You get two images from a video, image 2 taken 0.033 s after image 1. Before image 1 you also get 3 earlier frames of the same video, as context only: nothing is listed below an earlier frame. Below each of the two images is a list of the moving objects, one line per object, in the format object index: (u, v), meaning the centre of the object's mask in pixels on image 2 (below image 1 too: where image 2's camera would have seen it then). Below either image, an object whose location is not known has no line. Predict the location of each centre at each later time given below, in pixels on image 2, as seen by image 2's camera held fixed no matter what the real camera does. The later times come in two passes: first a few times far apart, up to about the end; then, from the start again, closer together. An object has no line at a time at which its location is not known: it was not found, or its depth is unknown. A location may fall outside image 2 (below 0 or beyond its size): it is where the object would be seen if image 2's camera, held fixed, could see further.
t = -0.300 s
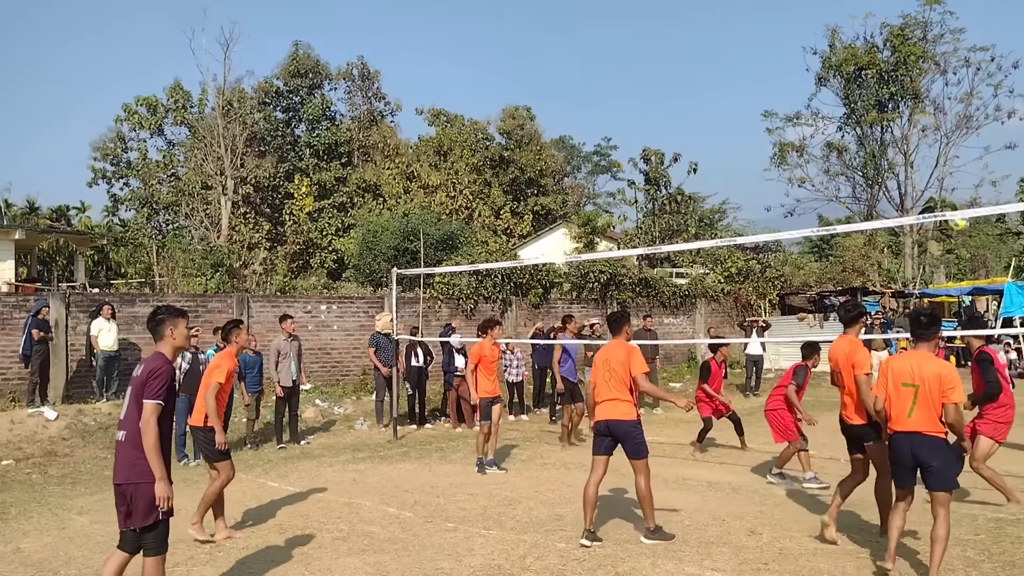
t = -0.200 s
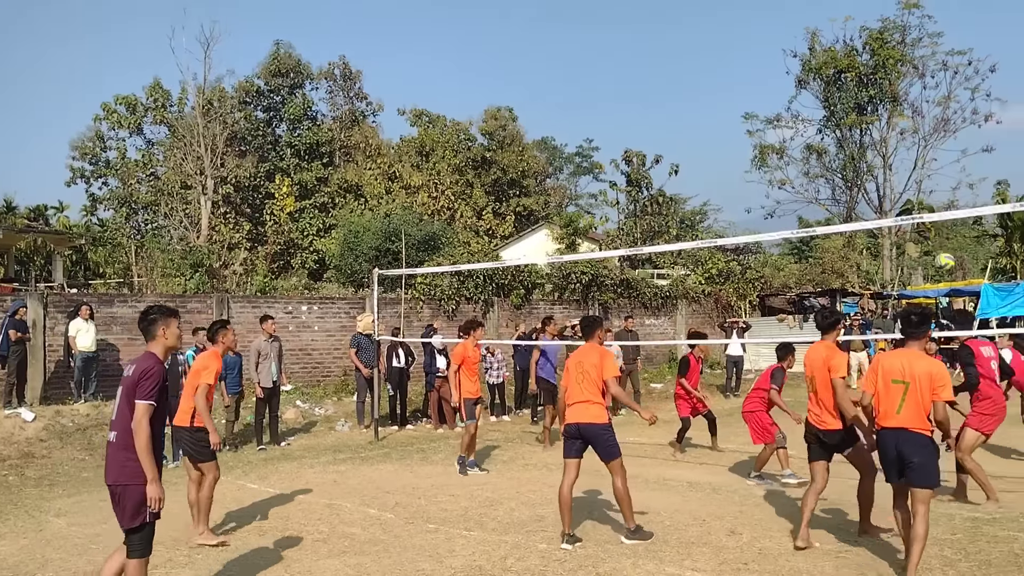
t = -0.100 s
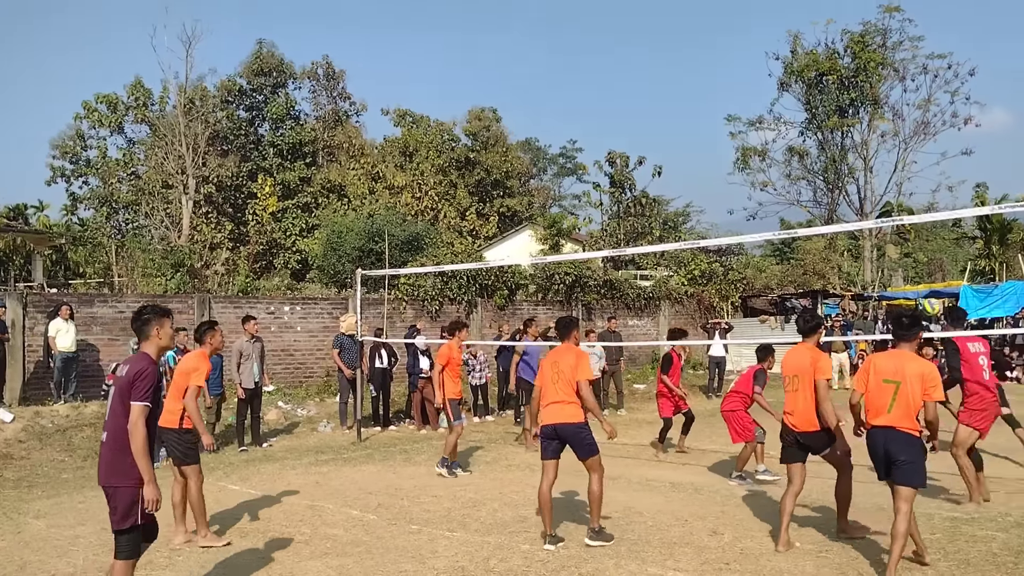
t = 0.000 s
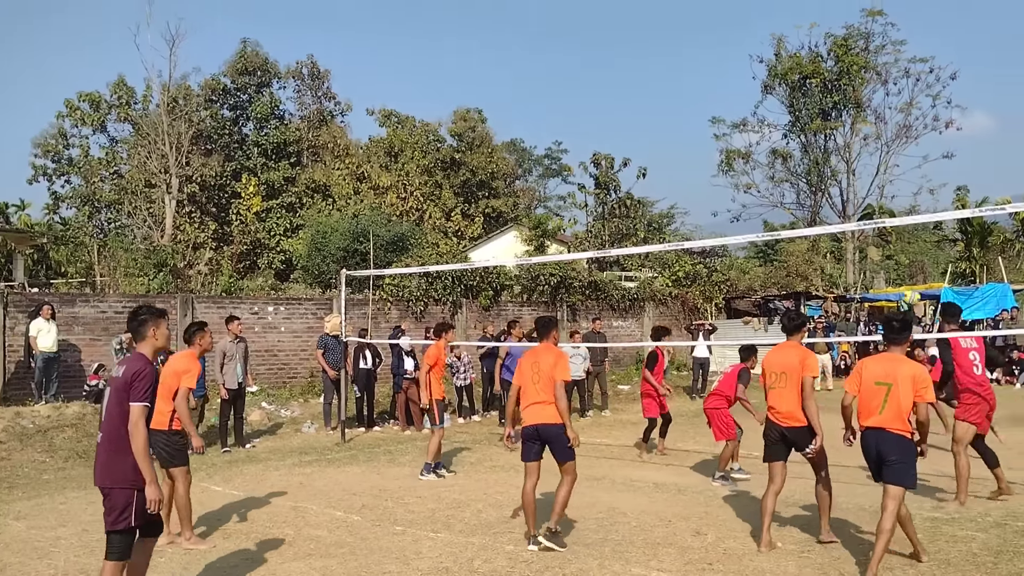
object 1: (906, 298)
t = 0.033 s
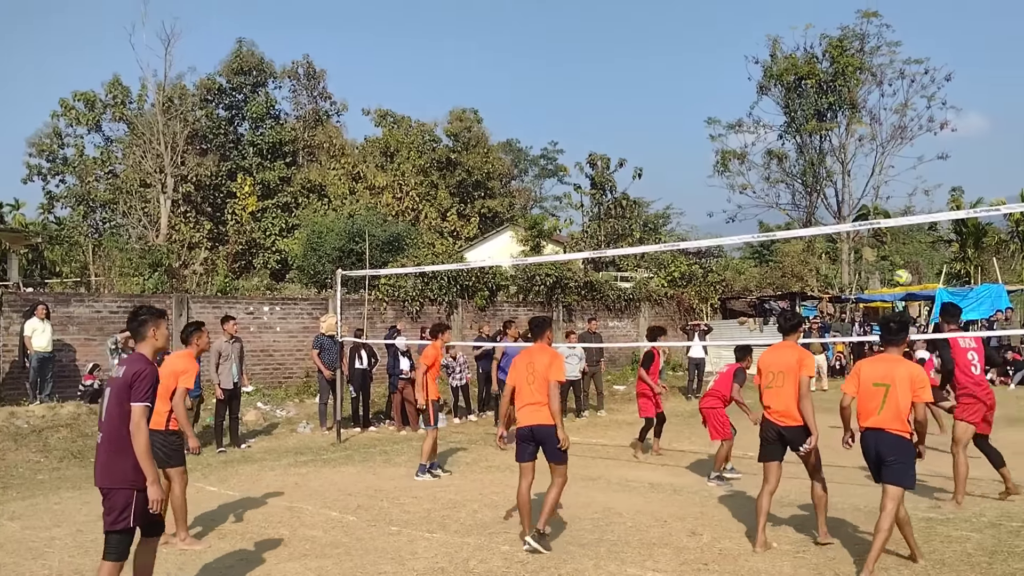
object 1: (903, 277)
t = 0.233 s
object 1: (885, 173)
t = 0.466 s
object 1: (866, 87)
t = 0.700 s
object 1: (846, 43)
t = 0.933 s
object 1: (827, 46)
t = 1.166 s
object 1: (807, 97)
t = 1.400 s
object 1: (789, 206)
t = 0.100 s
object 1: (896, 239)
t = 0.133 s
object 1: (893, 216)
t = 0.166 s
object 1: (890, 204)
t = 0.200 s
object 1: (888, 189)
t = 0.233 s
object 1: (885, 173)
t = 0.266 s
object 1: (882, 158)
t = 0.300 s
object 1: (879, 144)
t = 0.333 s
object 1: (877, 131)
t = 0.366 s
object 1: (875, 119)
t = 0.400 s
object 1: (871, 108)
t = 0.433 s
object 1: (868, 97)
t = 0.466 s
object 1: (866, 87)
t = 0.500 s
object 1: (864, 78)
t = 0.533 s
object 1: (860, 70)
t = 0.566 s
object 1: (858, 63)
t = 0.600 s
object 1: (855, 57)
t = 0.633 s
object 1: (852, 52)
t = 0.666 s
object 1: (850, 47)
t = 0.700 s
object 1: (846, 43)
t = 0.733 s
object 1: (843, 41)
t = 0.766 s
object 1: (841, 39)
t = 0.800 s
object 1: (837, 38)
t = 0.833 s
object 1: (834, 39)
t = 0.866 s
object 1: (833, 40)
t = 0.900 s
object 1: (830, 42)
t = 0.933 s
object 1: (827, 46)
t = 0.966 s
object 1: (824, 49)
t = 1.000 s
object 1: (821, 54)
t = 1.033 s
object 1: (819, 60)
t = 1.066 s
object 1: (816, 68)
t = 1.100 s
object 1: (813, 77)
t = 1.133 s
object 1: (810, 87)
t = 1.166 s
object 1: (807, 97)
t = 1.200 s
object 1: (804, 109)
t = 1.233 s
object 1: (802, 122)
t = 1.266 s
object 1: (799, 137)
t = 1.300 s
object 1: (796, 151)
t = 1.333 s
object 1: (793, 169)
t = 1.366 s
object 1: (791, 186)
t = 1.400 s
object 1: (789, 206)
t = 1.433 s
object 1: (786, 223)
